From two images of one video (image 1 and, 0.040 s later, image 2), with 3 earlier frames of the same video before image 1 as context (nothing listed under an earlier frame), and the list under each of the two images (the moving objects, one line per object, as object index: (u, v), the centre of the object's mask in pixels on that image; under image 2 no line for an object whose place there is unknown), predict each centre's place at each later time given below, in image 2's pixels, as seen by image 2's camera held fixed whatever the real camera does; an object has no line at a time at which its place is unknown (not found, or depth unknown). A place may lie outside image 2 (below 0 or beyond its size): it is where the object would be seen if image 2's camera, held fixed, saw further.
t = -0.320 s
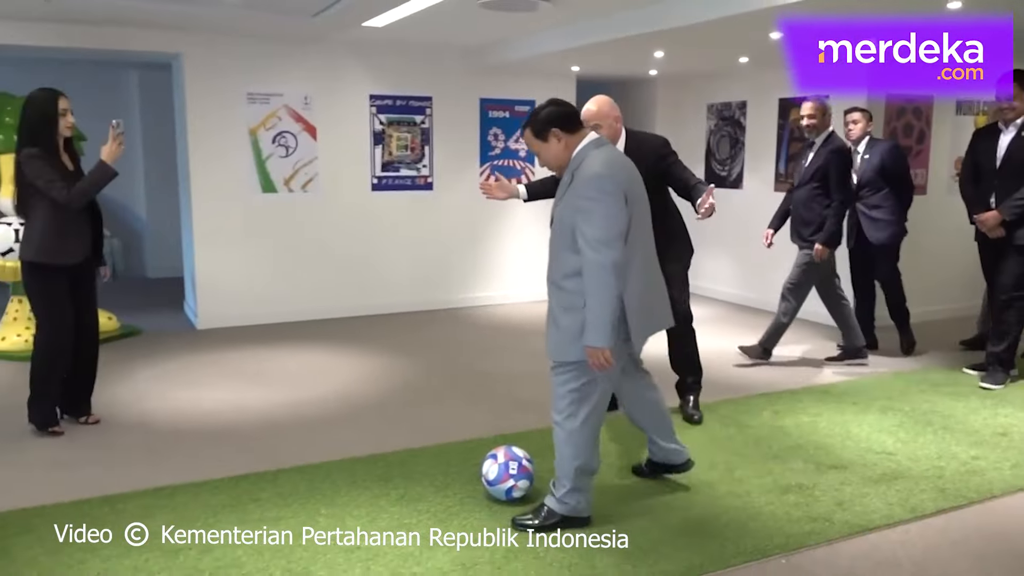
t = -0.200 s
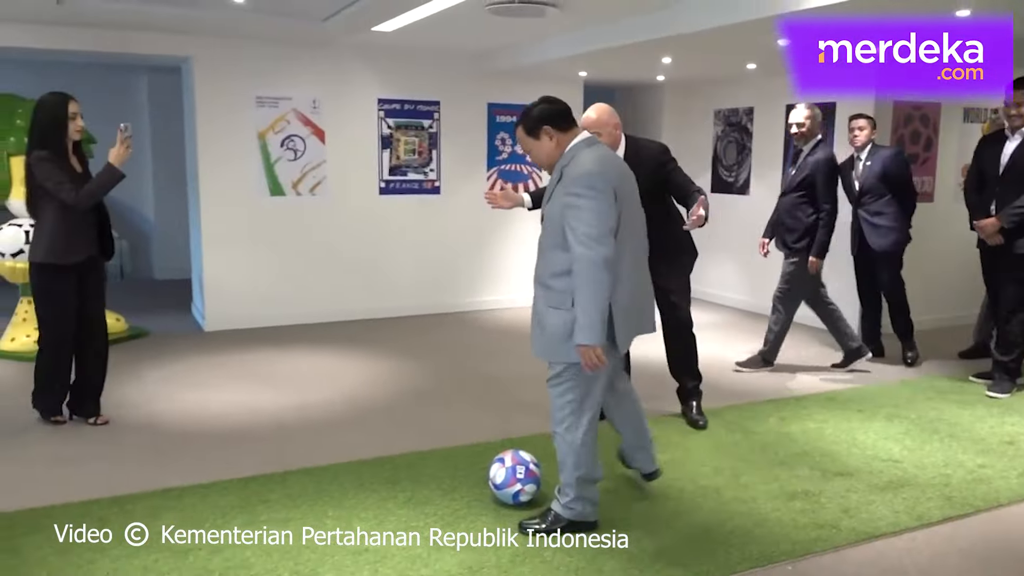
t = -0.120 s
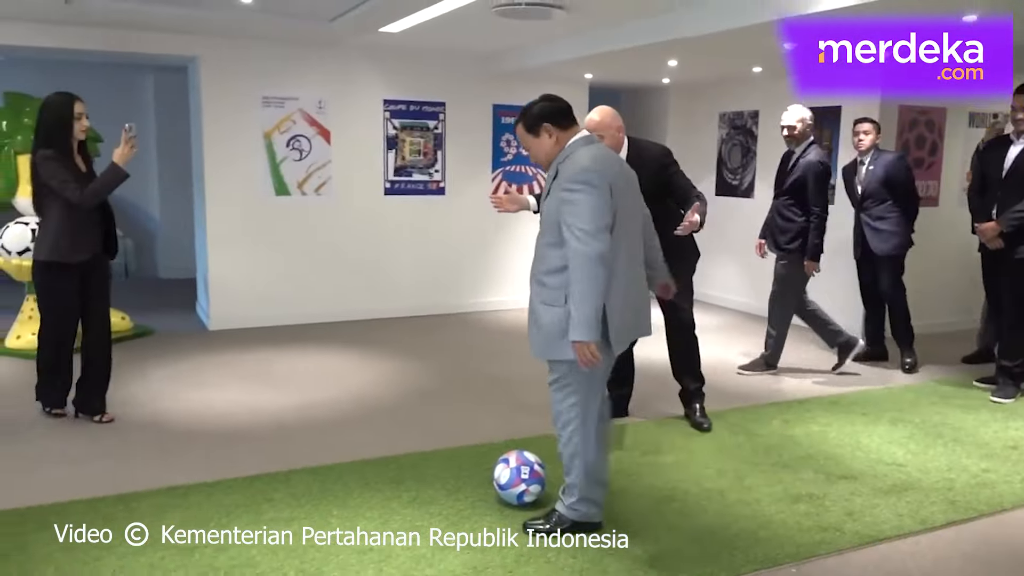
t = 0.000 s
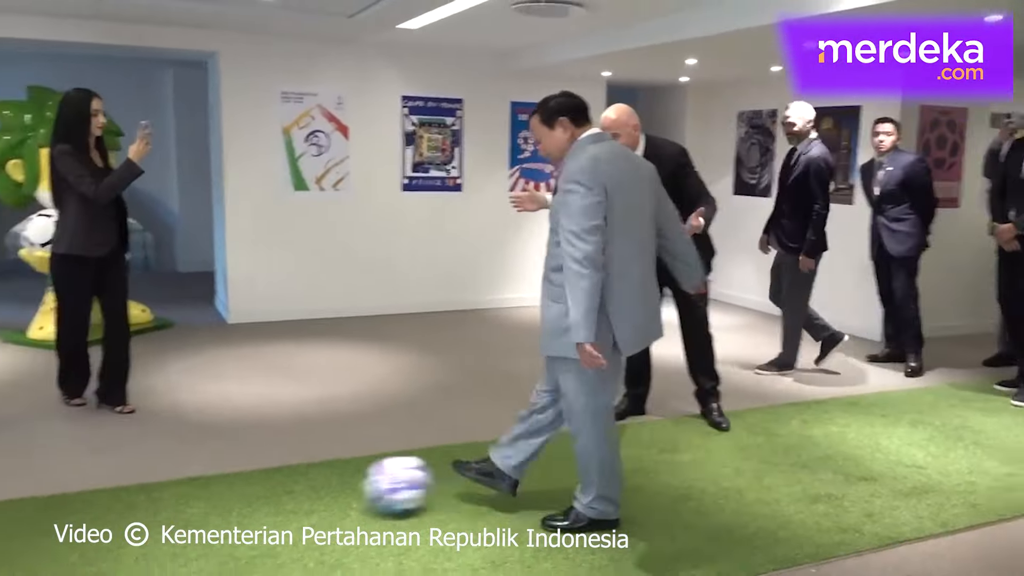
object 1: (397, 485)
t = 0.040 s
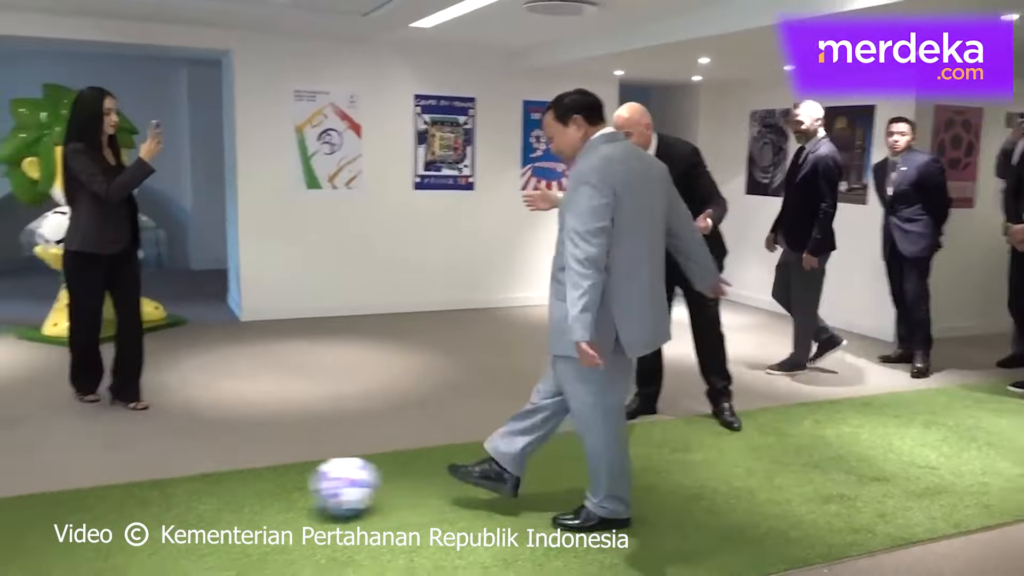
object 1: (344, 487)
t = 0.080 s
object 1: (280, 492)
